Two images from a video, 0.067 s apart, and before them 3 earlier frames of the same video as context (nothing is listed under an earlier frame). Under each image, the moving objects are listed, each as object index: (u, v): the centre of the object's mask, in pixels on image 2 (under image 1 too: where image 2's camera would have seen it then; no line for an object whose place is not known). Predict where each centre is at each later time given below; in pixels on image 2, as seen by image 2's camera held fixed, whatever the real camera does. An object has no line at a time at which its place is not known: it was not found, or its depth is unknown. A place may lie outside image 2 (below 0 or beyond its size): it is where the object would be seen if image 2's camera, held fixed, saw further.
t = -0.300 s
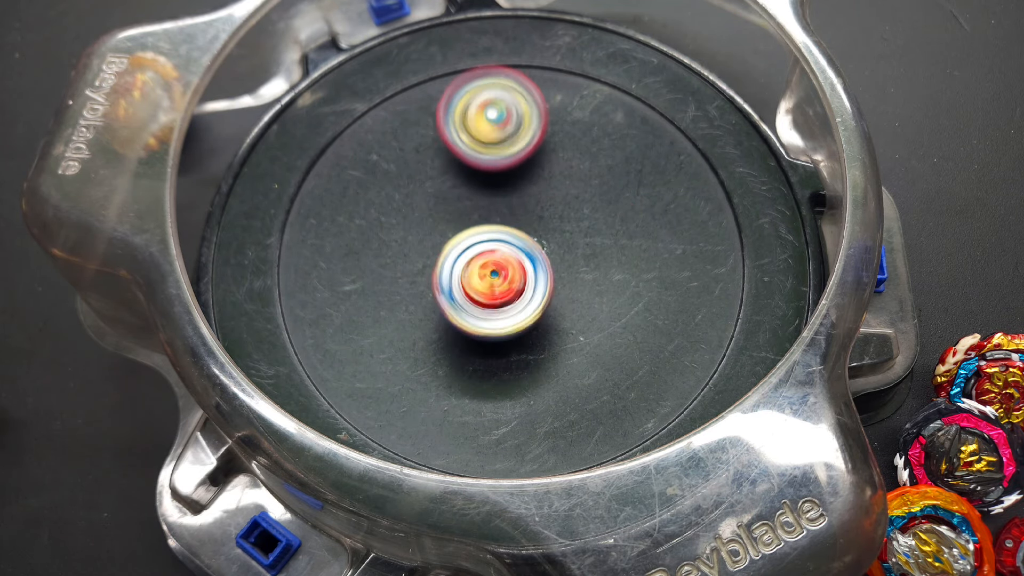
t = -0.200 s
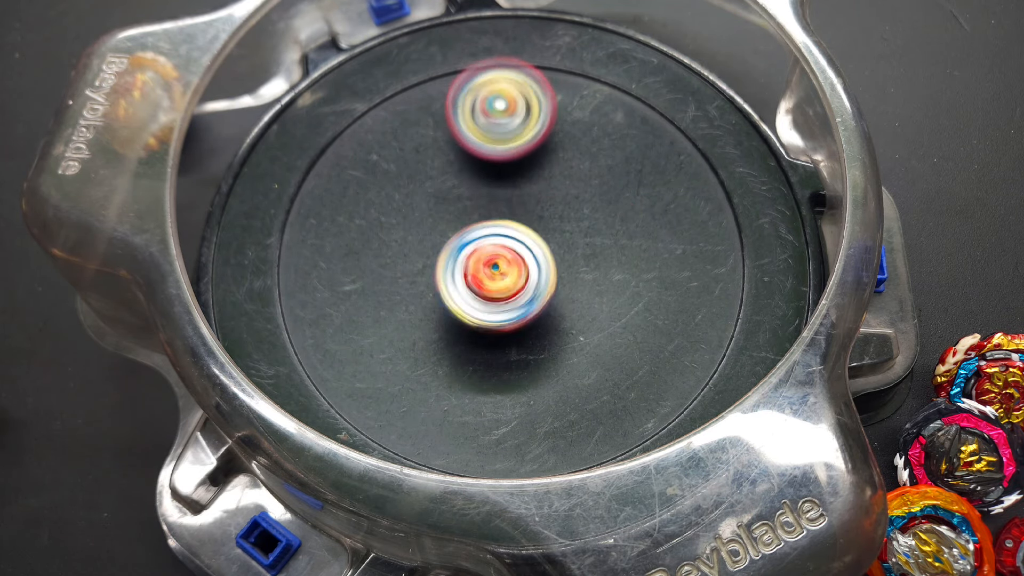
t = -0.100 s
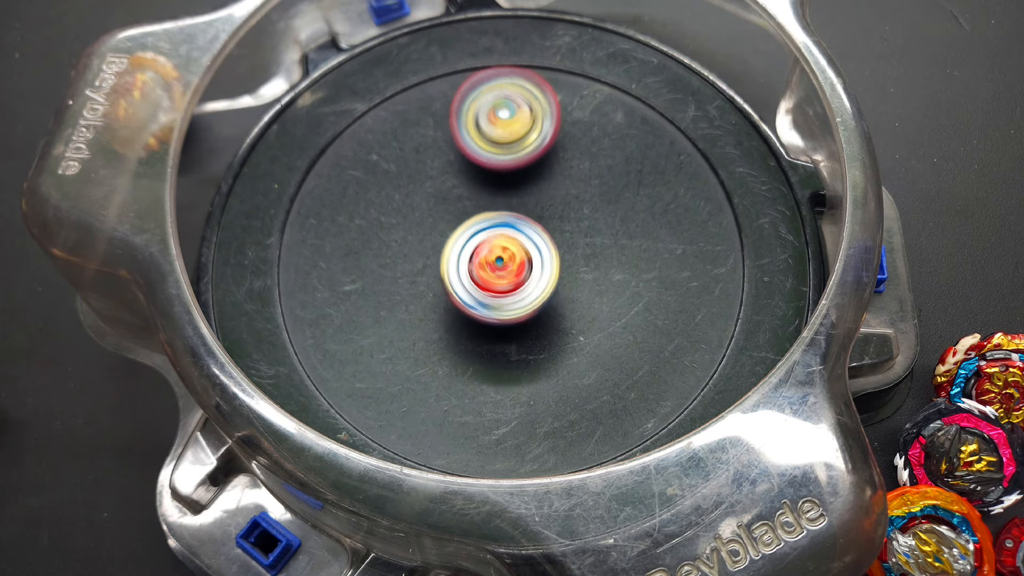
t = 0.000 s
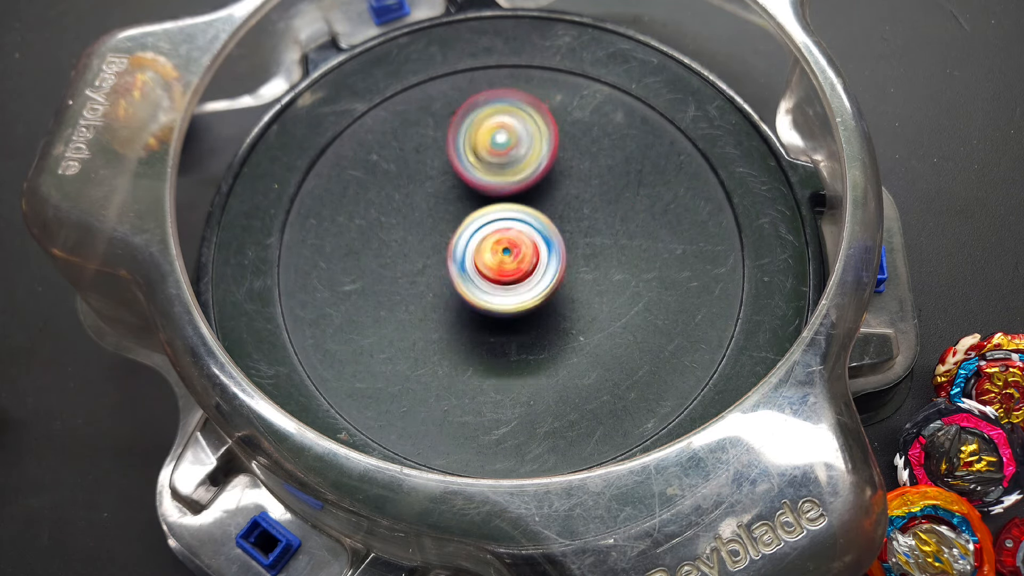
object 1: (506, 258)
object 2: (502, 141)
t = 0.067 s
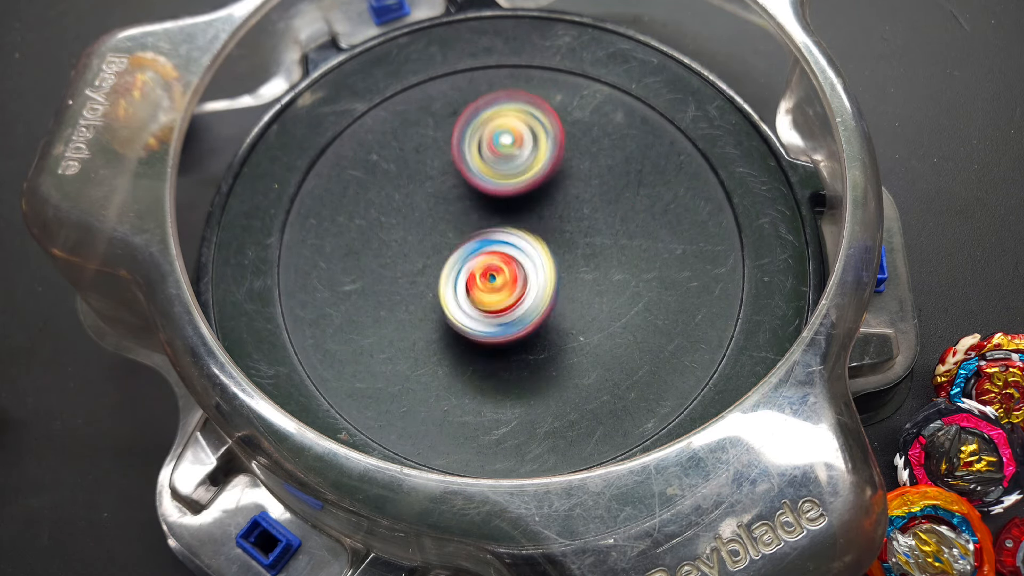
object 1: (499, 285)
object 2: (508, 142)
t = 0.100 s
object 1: (493, 308)
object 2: (513, 142)
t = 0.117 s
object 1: (491, 318)
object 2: (514, 143)
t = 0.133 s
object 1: (488, 328)
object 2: (517, 146)
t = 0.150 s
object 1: (488, 334)
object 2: (518, 149)
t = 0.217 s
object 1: (487, 351)
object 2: (528, 168)
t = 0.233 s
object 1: (488, 352)
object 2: (530, 174)
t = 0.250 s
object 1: (487, 353)
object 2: (533, 179)
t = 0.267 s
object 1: (489, 352)
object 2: (536, 184)
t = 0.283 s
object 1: (489, 353)
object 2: (539, 190)
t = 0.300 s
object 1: (489, 351)
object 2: (542, 195)
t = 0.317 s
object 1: (490, 352)
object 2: (545, 199)
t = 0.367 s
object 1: (488, 346)
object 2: (556, 215)
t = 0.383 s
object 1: (489, 343)
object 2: (560, 219)
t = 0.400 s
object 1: (488, 342)
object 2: (564, 224)
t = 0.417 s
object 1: (486, 339)
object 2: (568, 228)
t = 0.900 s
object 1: (478, 255)
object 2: (688, 308)
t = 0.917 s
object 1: (479, 252)
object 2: (690, 310)
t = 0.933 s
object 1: (480, 250)
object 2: (689, 311)
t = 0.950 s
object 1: (479, 247)
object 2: (689, 312)
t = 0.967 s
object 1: (480, 245)
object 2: (688, 312)
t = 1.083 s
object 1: (481, 226)
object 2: (670, 307)
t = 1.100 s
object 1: (482, 225)
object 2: (663, 306)
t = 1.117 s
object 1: (482, 222)
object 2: (659, 305)
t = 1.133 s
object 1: (484, 221)
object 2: (652, 304)
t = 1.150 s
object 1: (484, 219)
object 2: (648, 303)
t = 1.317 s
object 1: (497, 208)
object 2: (583, 280)
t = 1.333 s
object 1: (497, 205)
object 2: (577, 280)
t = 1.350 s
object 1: (493, 200)
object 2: (576, 289)
